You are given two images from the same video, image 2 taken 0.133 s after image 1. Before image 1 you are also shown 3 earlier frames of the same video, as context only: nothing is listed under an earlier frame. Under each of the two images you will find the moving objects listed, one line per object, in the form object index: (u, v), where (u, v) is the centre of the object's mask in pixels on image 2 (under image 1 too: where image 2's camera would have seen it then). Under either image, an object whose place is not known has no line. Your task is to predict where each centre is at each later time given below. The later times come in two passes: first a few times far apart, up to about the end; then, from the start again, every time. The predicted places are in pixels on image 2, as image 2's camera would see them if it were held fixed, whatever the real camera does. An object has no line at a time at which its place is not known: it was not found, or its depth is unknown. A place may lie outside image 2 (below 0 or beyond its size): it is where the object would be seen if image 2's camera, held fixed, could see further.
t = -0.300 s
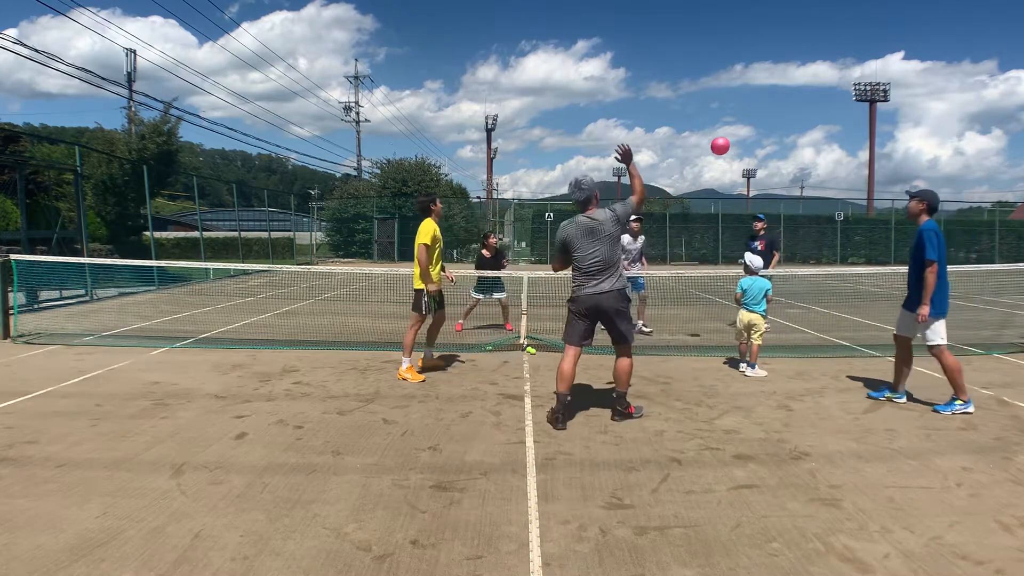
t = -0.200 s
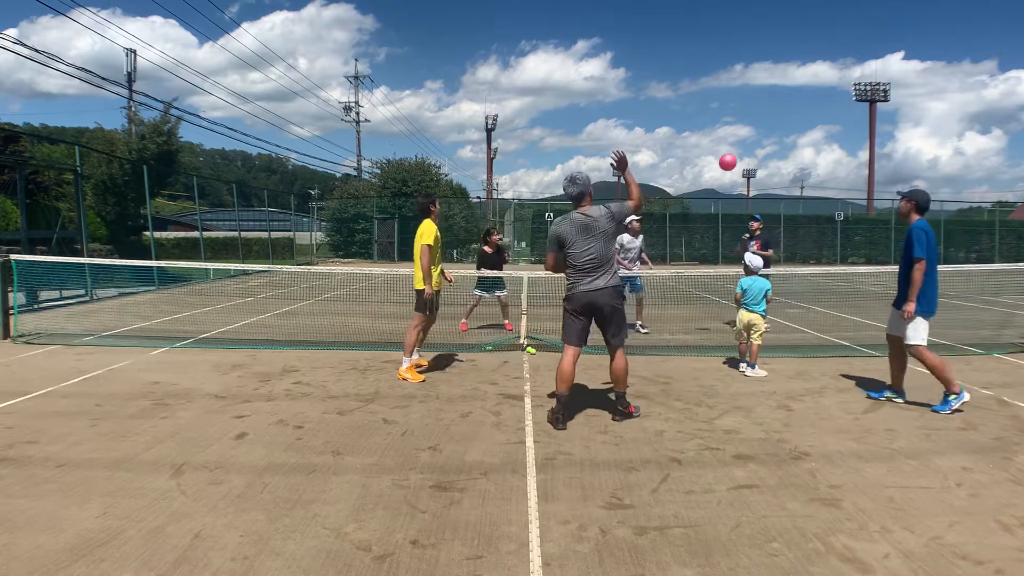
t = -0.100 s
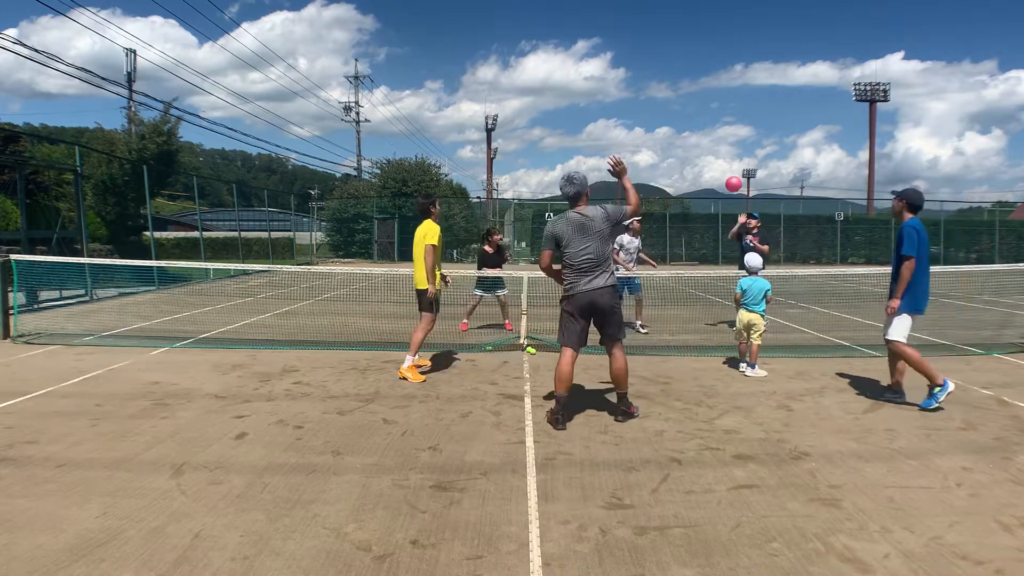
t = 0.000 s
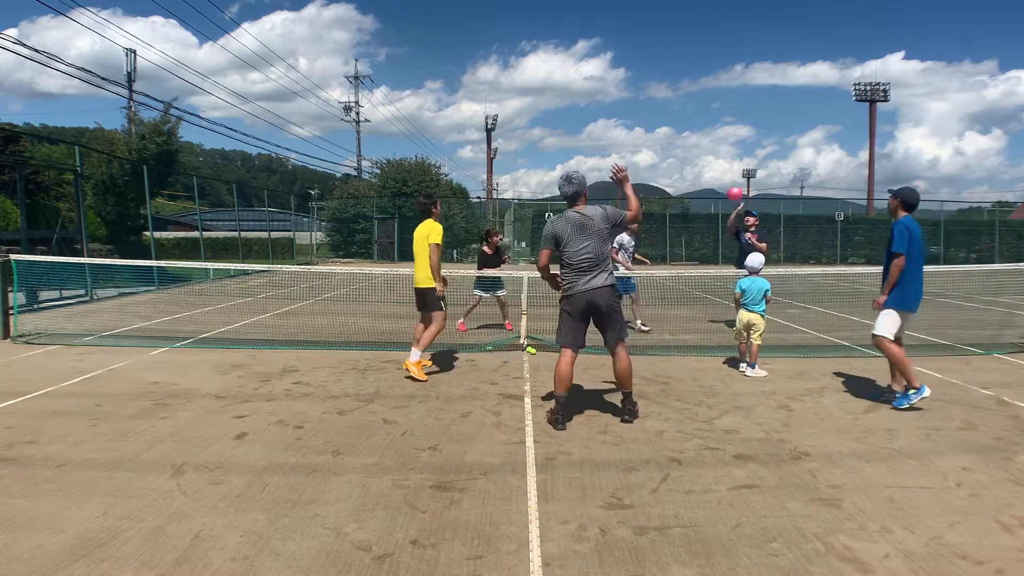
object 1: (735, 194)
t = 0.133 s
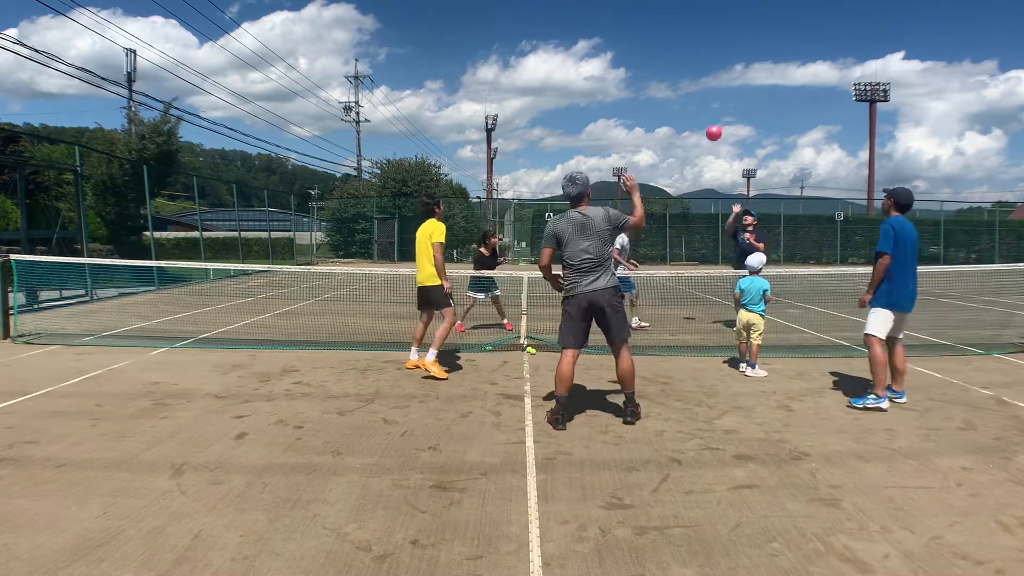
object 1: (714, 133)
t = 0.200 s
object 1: (703, 108)
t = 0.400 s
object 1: (671, 55)
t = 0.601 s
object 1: (638, 32)
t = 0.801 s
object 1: (606, 40)
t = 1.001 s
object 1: (575, 79)
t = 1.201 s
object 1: (546, 146)
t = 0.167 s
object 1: (708, 120)
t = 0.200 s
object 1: (703, 108)
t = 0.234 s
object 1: (698, 97)
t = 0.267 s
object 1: (693, 87)
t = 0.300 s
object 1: (688, 78)
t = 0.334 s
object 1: (682, 69)
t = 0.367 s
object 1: (677, 62)
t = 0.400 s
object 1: (671, 55)
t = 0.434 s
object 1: (666, 49)
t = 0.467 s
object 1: (660, 44)
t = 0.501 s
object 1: (655, 40)
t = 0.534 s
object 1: (649, 37)
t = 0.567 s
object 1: (644, 34)
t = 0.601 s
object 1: (638, 32)
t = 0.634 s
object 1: (632, 32)
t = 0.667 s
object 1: (627, 32)
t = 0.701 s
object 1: (622, 32)
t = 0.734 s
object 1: (616, 34)
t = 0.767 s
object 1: (611, 36)
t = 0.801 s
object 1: (606, 40)
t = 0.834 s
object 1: (600, 44)
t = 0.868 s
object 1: (595, 50)
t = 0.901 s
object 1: (590, 56)
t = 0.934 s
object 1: (585, 63)
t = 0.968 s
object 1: (580, 71)
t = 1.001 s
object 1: (575, 79)
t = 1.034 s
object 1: (570, 88)
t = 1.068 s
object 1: (565, 98)
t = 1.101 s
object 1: (560, 110)
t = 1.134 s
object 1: (555, 121)
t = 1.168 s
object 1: (550, 133)
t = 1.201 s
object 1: (546, 146)
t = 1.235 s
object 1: (541, 160)
